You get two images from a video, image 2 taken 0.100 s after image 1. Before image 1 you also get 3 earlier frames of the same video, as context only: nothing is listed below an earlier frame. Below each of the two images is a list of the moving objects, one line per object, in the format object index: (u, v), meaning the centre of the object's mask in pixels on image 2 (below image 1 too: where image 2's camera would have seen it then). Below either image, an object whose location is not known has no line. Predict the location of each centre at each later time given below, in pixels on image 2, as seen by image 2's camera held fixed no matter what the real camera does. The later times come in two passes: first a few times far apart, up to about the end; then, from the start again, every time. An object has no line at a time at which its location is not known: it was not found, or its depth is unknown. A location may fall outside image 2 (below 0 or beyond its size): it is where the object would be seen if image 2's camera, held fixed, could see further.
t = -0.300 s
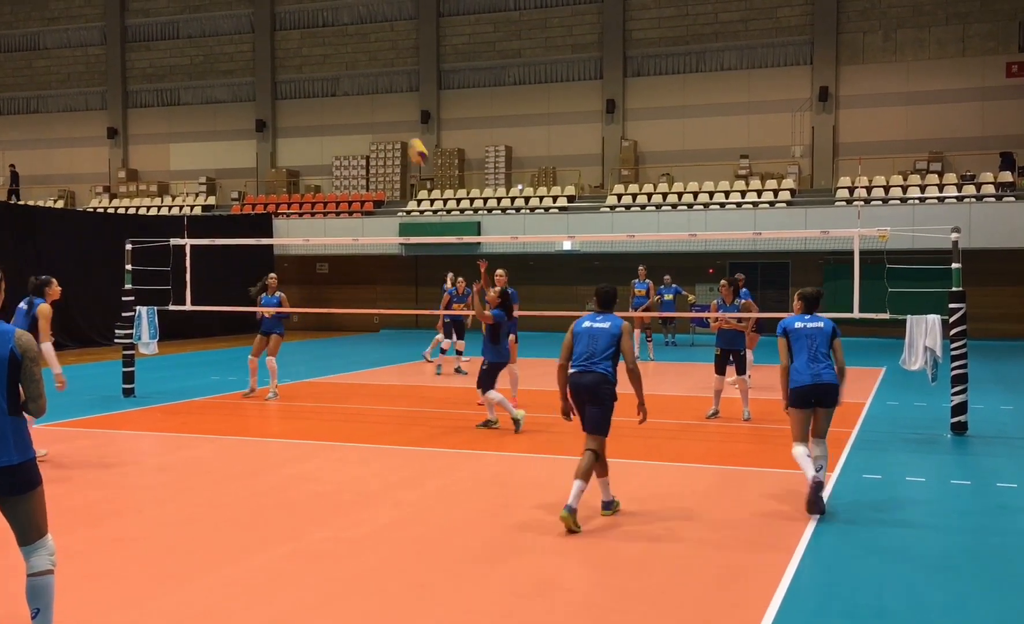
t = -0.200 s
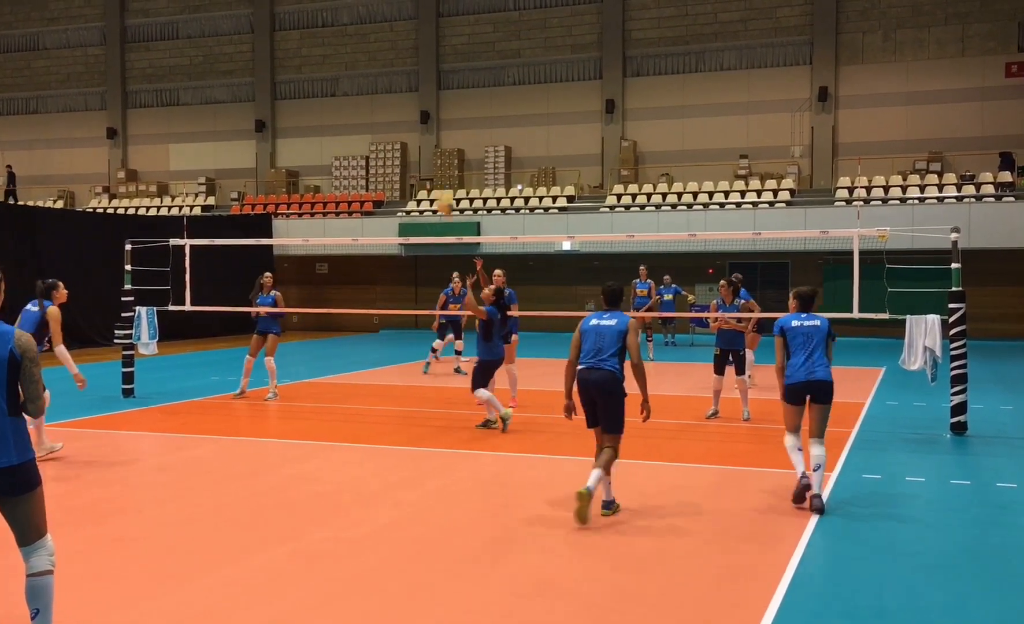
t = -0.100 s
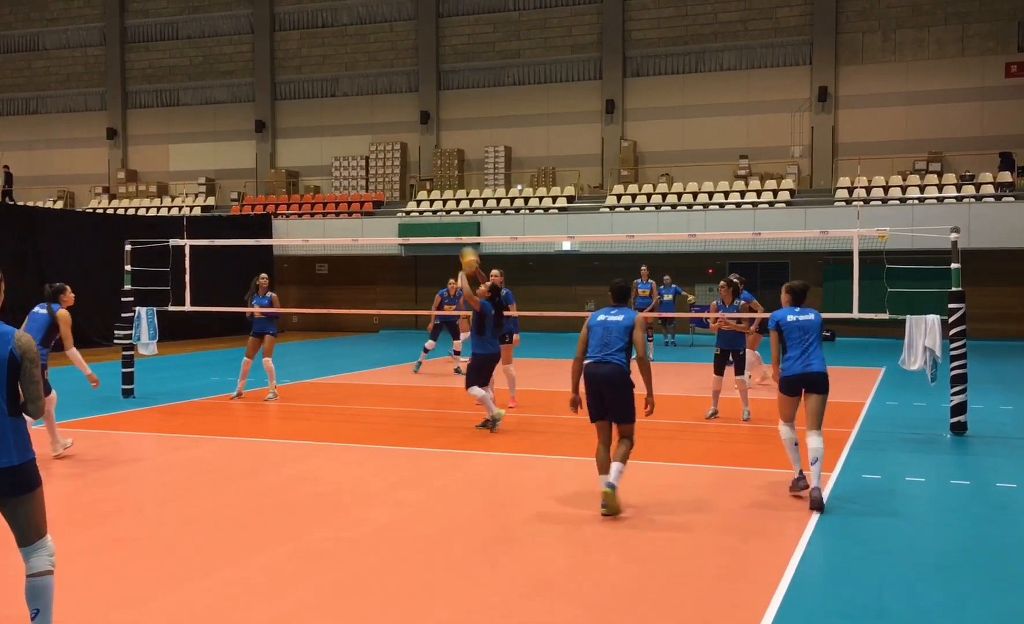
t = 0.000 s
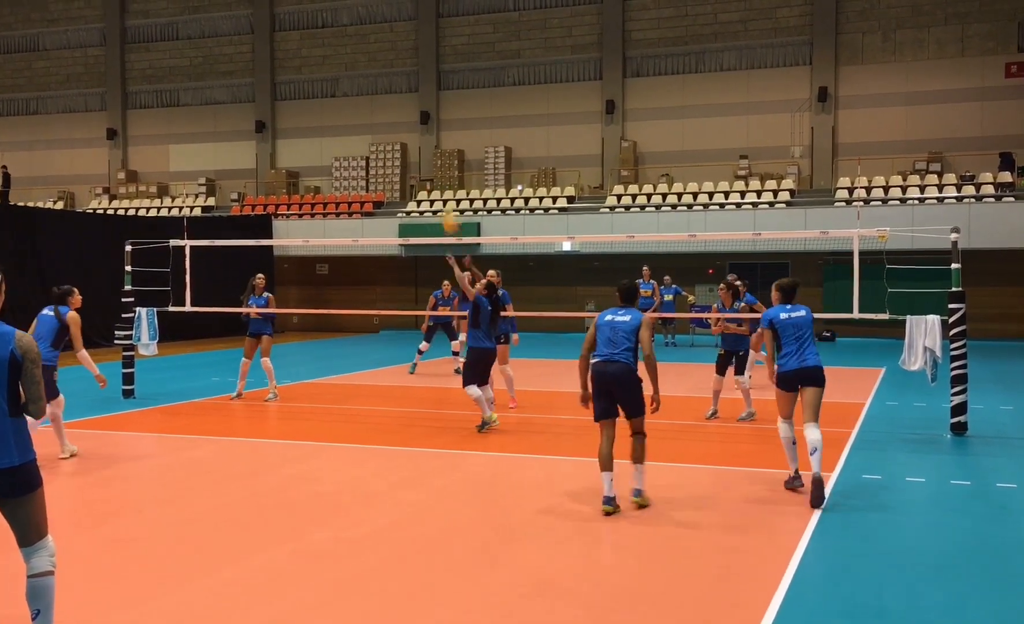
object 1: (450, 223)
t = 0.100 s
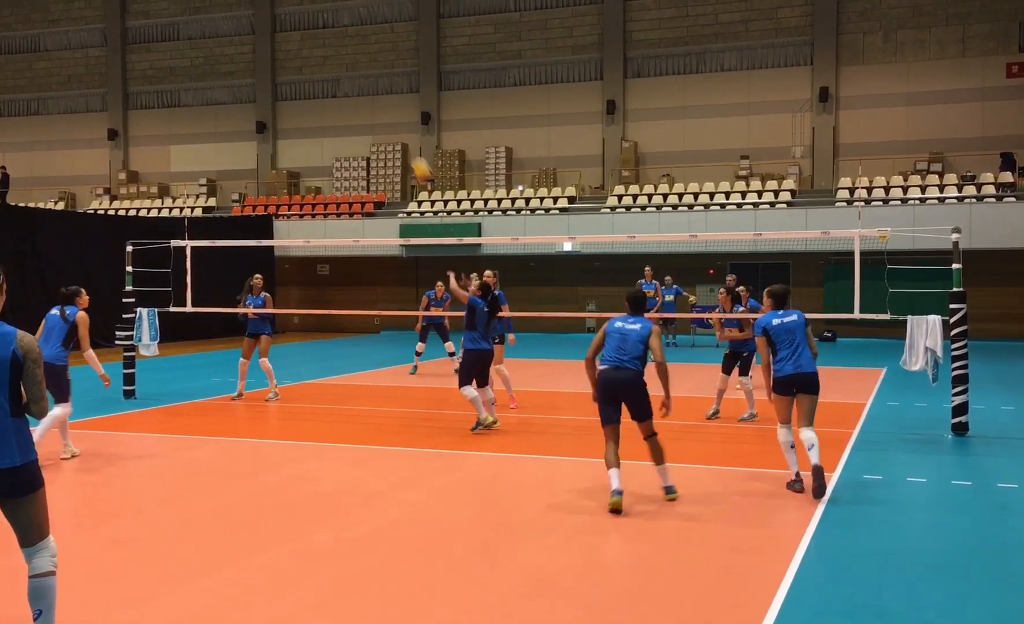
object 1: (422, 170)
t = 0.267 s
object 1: (375, 103)
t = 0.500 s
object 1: (312, 57)
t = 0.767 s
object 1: (247, 63)
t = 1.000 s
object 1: (194, 111)
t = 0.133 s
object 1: (412, 153)
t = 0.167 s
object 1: (402, 139)
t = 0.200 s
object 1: (394, 126)
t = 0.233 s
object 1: (384, 115)
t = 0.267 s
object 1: (375, 103)
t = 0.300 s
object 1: (367, 93)
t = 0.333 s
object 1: (357, 84)
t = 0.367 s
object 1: (347, 79)
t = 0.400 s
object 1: (338, 71)
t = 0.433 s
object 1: (330, 65)
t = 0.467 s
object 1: (321, 60)
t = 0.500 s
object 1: (312, 57)
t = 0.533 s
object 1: (304, 54)
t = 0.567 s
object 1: (296, 54)
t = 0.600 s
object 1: (287, 53)
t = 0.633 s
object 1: (279, 54)
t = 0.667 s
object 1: (271, 55)
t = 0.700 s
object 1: (263, 57)
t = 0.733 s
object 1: (255, 59)
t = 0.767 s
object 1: (247, 63)
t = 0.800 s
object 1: (240, 68)
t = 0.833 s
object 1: (232, 73)
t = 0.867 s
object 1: (224, 79)
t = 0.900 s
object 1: (215, 84)
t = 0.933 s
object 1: (209, 94)
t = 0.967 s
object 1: (202, 103)
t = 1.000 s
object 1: (194, 111)
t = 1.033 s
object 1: (187, 123)
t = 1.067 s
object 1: (180, 134)
